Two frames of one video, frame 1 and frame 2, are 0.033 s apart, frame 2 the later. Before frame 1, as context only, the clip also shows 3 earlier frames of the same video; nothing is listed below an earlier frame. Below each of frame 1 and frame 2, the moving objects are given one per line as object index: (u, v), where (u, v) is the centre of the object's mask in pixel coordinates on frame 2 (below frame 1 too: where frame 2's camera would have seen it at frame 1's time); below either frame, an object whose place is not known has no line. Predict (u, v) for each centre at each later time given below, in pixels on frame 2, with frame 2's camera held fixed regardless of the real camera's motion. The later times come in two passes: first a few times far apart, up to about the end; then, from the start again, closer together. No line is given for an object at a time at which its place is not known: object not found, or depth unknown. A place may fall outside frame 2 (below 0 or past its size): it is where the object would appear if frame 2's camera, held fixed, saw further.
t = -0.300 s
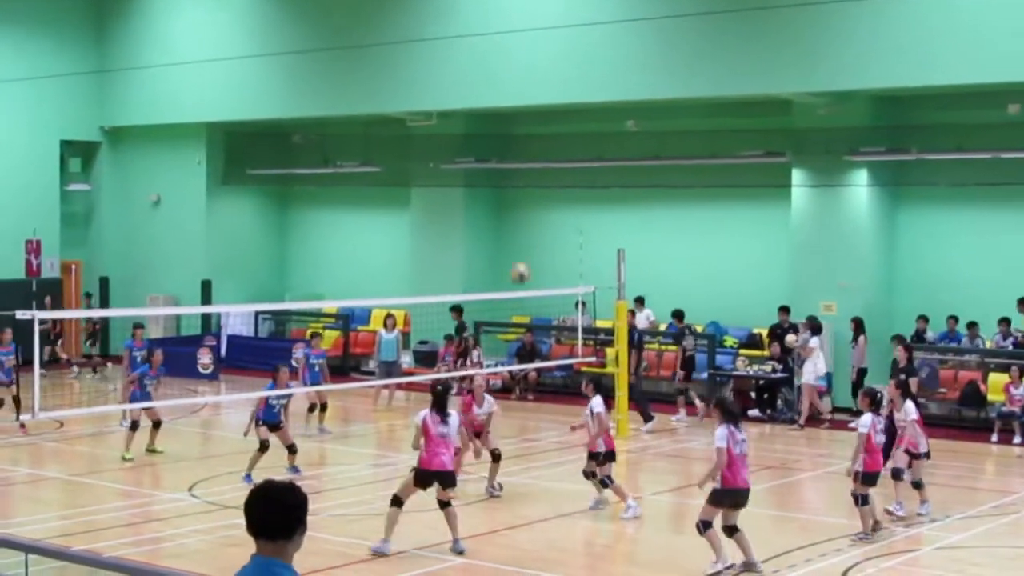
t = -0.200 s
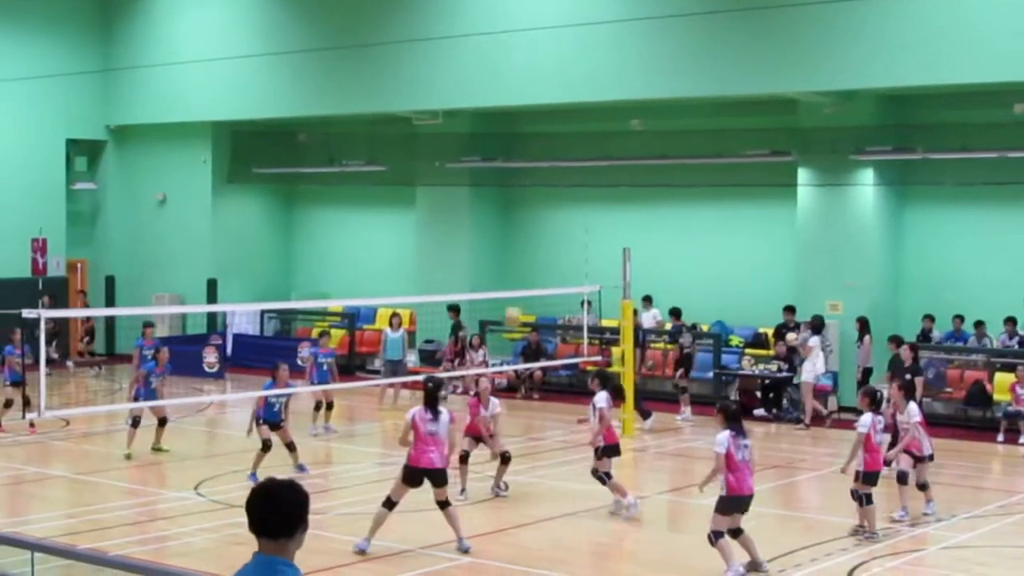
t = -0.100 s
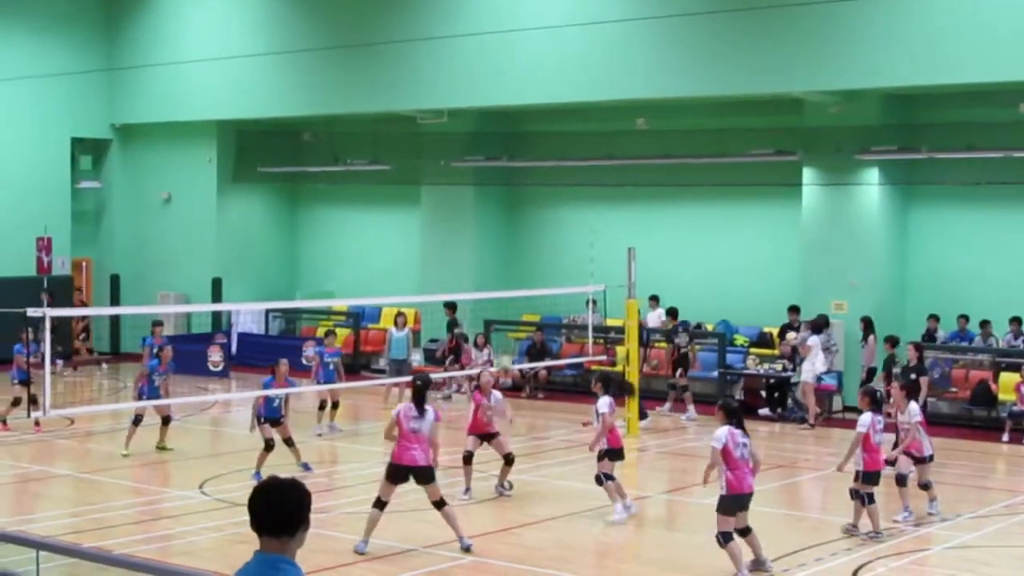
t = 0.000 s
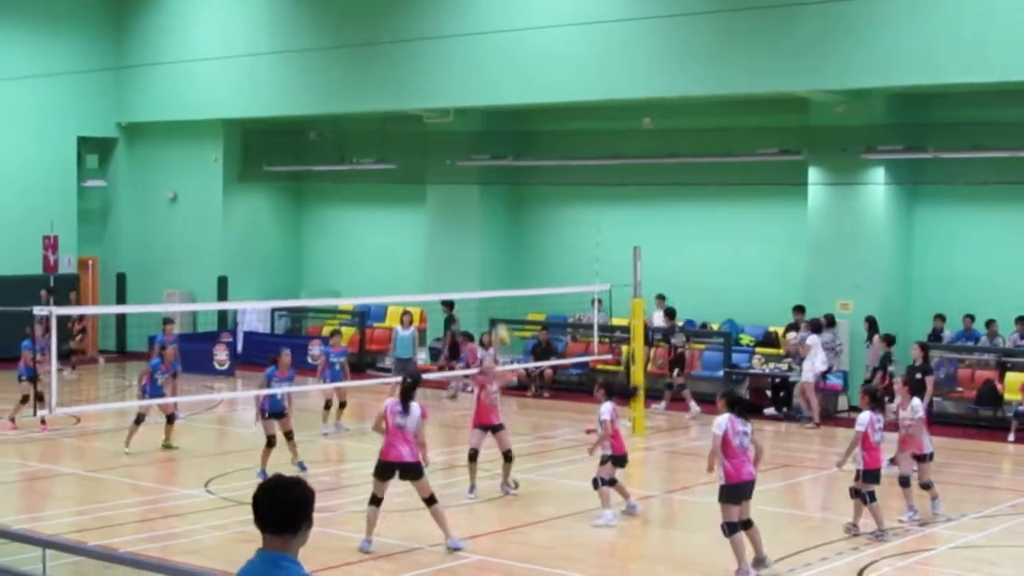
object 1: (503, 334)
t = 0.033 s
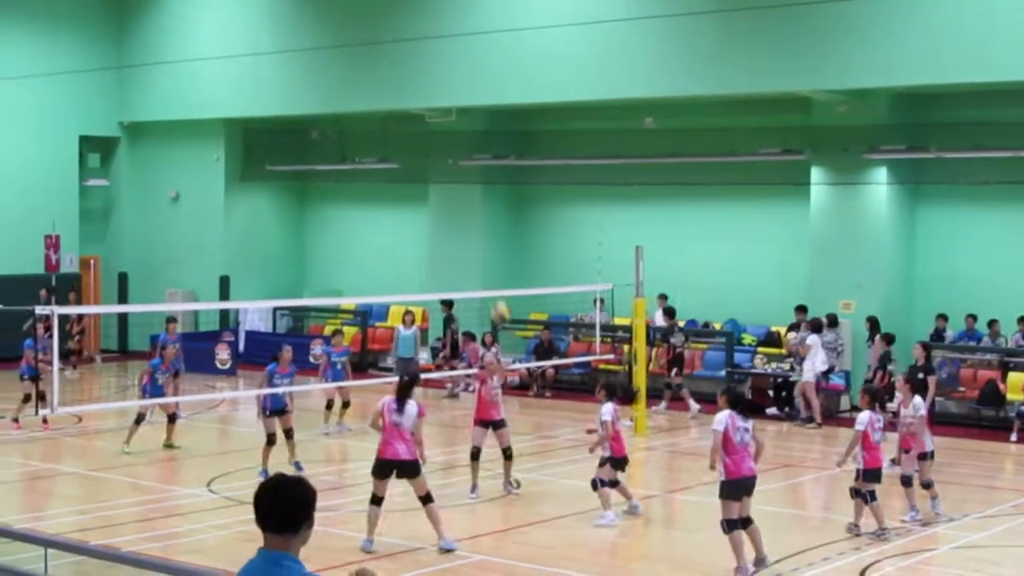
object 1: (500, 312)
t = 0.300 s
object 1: (480, 155)
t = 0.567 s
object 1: (457, 65)
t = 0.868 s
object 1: (430, 41)
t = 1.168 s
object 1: (401, 103)
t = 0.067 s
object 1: (499, 287)
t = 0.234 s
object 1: (485, 187)
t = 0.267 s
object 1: (482, 171)
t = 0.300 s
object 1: (480, 155)
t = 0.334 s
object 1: (477, 142)
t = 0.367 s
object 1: (474, 127)
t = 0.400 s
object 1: (472, 115)
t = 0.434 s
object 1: (469, 103)
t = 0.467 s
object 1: (466, 91)
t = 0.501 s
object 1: (463, 81)
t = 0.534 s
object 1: (460, 74)
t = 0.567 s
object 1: (457, 65)
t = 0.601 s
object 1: (455, 59)
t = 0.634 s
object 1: (452, 53)
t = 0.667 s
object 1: (448, 48)
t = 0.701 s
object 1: (445, 45)
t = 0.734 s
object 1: (442, 42)
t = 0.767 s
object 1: (439, 40)
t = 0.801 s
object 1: (437, 40)
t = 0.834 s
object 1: (433, 40)
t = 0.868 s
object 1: (430, 41)
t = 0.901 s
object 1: (427, 43)
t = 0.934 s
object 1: (424, 47)
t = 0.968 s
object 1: (421, 52)
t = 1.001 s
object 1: (417, 57)
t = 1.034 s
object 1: (414, 63)
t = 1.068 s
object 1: (411, 72)
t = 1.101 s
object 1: (407, 81)
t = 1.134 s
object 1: (404, 91)
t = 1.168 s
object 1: (401, 103)
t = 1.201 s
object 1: (398, 116)
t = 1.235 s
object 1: (395, 129)
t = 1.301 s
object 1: (389, 159)
